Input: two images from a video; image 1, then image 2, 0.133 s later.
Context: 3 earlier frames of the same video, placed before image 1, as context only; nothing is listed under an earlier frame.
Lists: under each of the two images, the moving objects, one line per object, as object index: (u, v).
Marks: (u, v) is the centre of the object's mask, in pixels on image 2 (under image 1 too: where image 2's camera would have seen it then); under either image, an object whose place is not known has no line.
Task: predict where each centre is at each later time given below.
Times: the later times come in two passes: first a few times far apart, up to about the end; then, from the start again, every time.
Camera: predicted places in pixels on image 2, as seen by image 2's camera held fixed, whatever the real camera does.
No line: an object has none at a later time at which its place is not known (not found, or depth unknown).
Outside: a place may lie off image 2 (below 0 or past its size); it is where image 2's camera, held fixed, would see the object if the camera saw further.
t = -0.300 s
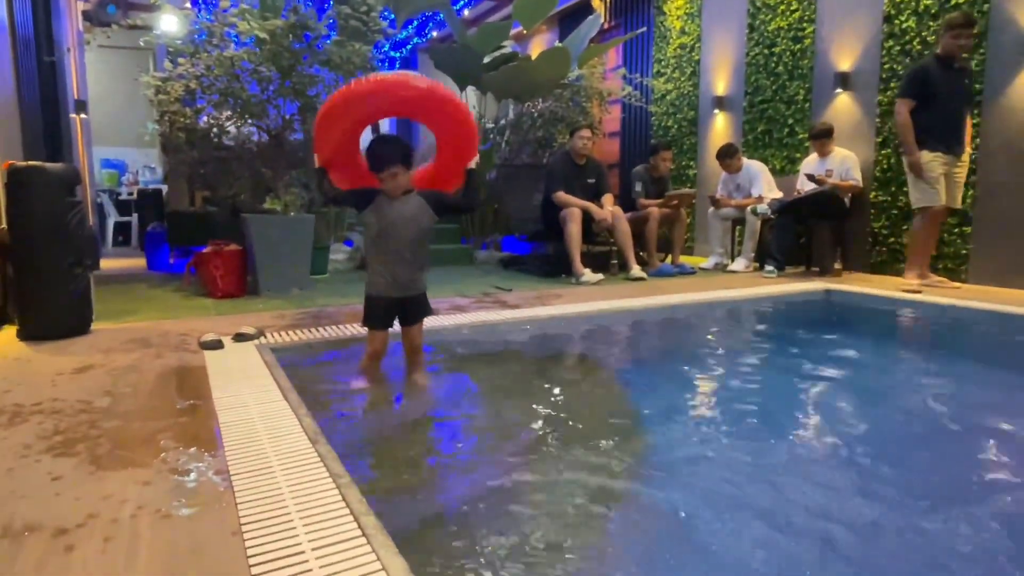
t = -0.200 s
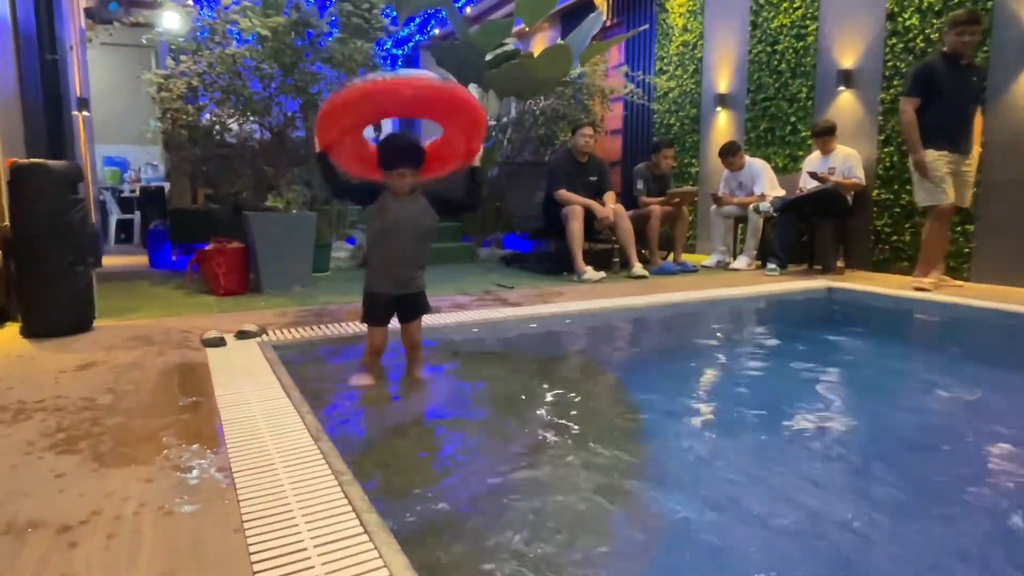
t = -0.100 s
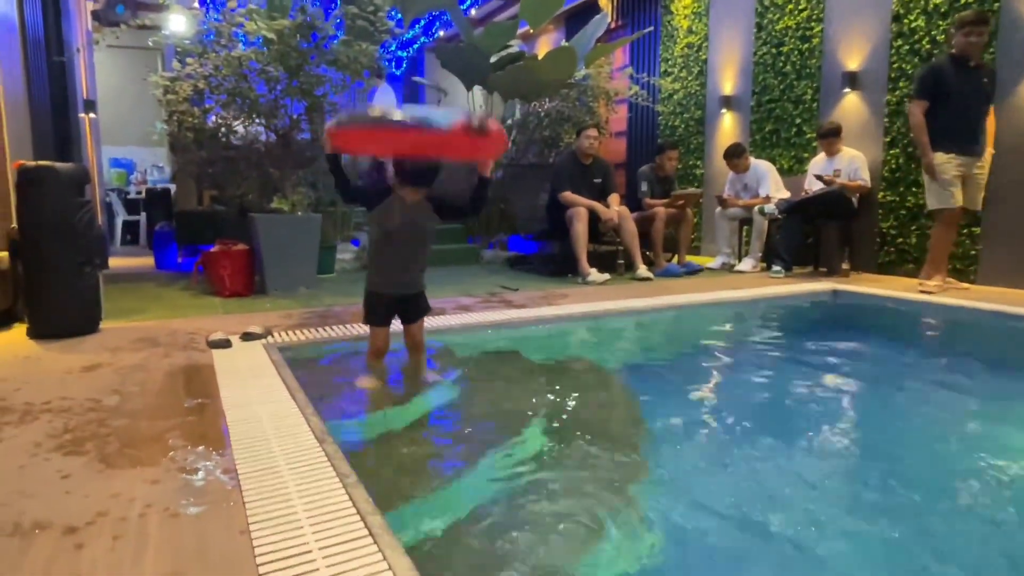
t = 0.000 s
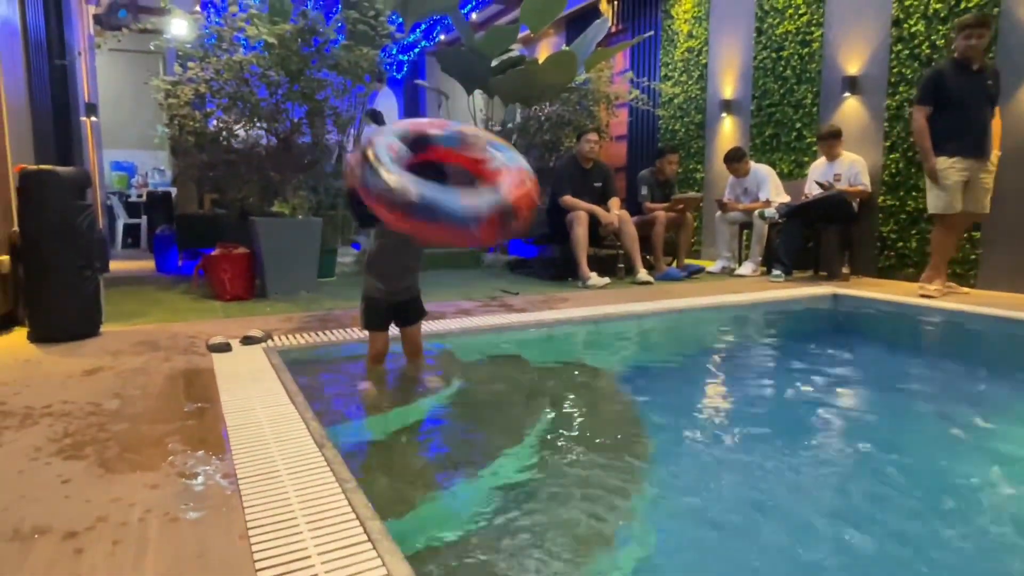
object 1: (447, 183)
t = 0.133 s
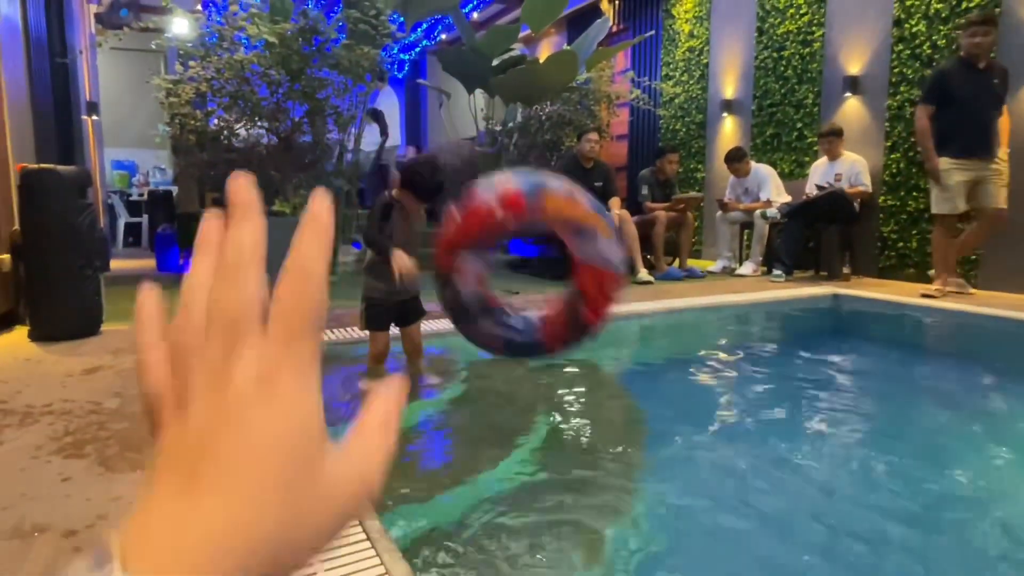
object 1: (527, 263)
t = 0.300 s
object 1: (629, 381)
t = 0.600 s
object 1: (675, 379)
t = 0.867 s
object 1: (714, 380)
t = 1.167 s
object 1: (744, 381)
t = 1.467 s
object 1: (764, 384)
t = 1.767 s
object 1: (775, 383)
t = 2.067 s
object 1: (782, 382)
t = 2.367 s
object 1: (790, 383)
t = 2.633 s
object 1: (795, 381)
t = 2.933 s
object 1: (800, 379)
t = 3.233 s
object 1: (806, 381)
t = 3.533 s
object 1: (810, 381)
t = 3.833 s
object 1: (814, 380)
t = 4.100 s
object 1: (817, 377)
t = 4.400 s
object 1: (821, 378)
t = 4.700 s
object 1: (822, 380)
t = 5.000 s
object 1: (828, 378)
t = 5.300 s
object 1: (831, 377)
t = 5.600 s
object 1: (835, 378)
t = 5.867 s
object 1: (840, 377)
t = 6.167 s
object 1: (845, 379)
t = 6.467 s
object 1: (850, 381)
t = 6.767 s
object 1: (857, 381)
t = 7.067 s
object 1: (833, 378)
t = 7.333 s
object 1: (798, 373)
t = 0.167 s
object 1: (551, 290)
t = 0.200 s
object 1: (575, 318)
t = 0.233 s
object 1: (596, 339)
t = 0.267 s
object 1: (614, 365)
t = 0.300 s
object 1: (629, 381)
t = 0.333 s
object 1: (633, 382)
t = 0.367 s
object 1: (639, 382)
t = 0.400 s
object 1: (644, 382)
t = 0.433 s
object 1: (648, 382)
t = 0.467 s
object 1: (654, 382)
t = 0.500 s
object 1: (659, 381)
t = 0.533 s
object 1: (664, 380)
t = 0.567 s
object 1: (670, 379)
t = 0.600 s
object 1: (675, 379)
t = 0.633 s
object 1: (681, 380)
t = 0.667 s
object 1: (685, 380)
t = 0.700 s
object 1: (691, 380)
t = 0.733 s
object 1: (695, 379)
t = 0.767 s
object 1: (700, 380)
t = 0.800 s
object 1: (705, 379)
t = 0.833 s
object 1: (709, 380)
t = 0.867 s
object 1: (714, 380)
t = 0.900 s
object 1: (718, 380)
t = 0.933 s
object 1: (721, 380)
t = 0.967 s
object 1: (725, 380)
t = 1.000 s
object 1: (729, 380)
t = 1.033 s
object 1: (732, 380)
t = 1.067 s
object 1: (735, 380)
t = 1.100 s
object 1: (738, 381)
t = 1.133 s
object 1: (741, 381)
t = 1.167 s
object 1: (744, 381)
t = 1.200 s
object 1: (746, 381)
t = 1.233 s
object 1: (749, 382)
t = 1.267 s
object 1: (751, 382)
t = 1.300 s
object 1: (754, 382)
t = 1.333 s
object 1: (756, 383)
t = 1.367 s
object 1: (758, 383)
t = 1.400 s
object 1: (760, 383)
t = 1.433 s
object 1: (762, 383)
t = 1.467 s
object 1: (764, 384)
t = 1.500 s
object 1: (765, 384)
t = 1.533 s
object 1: (767, 384)
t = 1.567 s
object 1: (768, 384)
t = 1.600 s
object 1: (769, 383)
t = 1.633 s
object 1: (770, 383)
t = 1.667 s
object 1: (772, 384)
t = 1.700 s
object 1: (773, 384)
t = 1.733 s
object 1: (774, 383)
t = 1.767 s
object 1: (775, 383)
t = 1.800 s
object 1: (776, 383)
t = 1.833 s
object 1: (776, 383)
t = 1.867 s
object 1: (777, 382)
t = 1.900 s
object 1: (778, 382)
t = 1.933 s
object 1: (779, 381)
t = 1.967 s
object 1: (780, 381)
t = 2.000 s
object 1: (780, 381)
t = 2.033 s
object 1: (781, 381)
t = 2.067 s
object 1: (782, 382)
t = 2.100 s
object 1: (783, 382)
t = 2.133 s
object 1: (784, 382)
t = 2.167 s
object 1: (785, 382)
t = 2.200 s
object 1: (786, 382)
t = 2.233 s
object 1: (786, 383)
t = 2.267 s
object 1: (787, 383)
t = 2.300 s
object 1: (788, 383)
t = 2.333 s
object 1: (789, 383)
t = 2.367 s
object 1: (790, 383)
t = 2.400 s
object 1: (791, 383)
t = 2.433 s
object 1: (791, 383)
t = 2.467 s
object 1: (792, 382)
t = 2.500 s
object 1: (793, 382)
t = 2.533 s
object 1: (793, 382)
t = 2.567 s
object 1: (794, 381)
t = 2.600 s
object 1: (794, 381)
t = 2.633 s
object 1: (795, 381)
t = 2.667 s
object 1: (796, 380)
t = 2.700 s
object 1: (796, 380)
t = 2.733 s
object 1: (796, 380)
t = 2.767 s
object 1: (797, 380)
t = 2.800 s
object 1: (798, 380)
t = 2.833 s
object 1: (798, 380)
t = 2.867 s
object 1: (798, 380)
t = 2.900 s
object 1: (799, 380)
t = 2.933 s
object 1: (800, 379)
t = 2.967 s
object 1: (801, 380)
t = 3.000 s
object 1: (801, 380)
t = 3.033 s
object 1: (802, 380)
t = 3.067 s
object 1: (803, 380)
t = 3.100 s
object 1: (803, 379)
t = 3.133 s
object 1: (804, 380)
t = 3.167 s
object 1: (805, 380)
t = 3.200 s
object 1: (805, 380)
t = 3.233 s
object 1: (806, 381)
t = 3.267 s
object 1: (806, 381)
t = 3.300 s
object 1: (807, 381)
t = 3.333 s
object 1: (808, 381)
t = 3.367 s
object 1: (809, 382)
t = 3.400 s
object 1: (809, 382)
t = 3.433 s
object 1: (810, 382)
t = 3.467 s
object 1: (810, 381)
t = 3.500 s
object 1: (810, 381)
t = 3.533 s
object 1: (810, 381)
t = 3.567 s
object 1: (811, 381)
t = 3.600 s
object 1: (812, 381)
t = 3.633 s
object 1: (812, 381)
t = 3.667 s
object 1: (813, 381)
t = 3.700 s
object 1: (813, 381)
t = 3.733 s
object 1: (813, 381)
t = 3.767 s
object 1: (814, 380)
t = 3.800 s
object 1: (814, 380)
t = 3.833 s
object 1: (814, 380)
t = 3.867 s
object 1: (815, 379)
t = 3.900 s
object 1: (815, 379)
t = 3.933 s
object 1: (815, 378)
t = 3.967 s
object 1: (816, 378)
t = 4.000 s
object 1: (816, 378)
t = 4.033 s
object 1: (816, 378)
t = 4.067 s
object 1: (816, 377)
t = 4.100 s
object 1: (817, 377)
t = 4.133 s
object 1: (817, 377)
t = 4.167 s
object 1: (818, 377)
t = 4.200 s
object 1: (819, 377)
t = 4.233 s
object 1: (819, 377)
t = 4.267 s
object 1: (819, 377)
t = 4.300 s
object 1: (819, 377)
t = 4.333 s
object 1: (820, 378)
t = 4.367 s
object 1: (820, 378)
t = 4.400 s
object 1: (821, 378)
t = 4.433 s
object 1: (821, 378)
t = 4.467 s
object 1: (821, 379)
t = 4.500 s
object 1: (821, 379)
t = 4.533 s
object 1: (821, 379)
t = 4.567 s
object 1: (822, 379)
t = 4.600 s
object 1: (822, 380)
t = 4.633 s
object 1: (822, 379)
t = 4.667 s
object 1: (822, 380)
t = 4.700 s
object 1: (822, 380)
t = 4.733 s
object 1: (823, 380)
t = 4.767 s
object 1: (824, 379)
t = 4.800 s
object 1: (825, 379)
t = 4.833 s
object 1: (825, 379)
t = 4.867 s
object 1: (826, 379)
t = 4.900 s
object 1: (826, 379)
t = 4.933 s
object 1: (828, 378)
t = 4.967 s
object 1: (827, 378)
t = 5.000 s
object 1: (828, 378)
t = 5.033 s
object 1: (828, 378)
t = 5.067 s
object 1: (829, 377)
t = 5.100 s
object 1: (829, 377)
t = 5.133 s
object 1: (830, 377)
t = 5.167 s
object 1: (830, 377)
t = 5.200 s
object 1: (830, 377)
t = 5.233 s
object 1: (830, 377)
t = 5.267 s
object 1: (831, 377)
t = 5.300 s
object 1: (831, 377)
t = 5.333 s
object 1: (831, 377)
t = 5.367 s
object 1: (831, 377)
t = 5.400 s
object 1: (831, 377)
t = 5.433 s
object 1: (832, 377)
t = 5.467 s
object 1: (833, 377)
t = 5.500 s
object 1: (834, 377)
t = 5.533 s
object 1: (834, 377)
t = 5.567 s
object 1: (835, 377)
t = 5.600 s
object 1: (835, 378)
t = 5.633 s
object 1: (836, 378)
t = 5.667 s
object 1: (836, 378)
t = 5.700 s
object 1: (837, 377)
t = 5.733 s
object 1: (838, 378)
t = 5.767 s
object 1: (838, 377)
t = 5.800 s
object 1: (839, 377)
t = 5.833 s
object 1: (840, 377)
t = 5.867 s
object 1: (840, 377)
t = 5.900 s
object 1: (841, 377)
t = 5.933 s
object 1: (841, 377)
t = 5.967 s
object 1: (842, 377)
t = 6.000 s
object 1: (843, 377)
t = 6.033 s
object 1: (843, 378)
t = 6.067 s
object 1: (844, 378)
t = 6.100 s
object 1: (845, 378)
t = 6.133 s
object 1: (845, 379)
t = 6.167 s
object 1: (845, 379)
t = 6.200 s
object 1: (846, 379)
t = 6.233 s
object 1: (846, 380)
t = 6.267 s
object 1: (847, 380)
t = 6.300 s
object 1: (847, 381)
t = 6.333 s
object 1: (848, 381)
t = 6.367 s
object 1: (848, 381)
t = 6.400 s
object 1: (849, 381)
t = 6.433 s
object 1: (849, 381)
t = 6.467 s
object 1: (850, 381)
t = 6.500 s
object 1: (851, 382)
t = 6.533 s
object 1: (851, 381)
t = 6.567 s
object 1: (852, 381)
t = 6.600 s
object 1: (853, 381)
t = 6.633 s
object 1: (854, 381)
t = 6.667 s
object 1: (855, 381)
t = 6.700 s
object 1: (855, 381)
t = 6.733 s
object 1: (856, 381)
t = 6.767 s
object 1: (857, 381)
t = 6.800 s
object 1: (858, 381)
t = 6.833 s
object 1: (859, 381)
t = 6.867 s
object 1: (859, 381)
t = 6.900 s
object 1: (858, 380)
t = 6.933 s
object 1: (855, 381)
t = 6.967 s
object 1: (852, 380)
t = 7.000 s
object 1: (846, 380)
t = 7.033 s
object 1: (840, 379)
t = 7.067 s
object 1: (833, 378)
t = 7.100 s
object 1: (827, 377)
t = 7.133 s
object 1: (822, 377)
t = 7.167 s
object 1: (818, 377)
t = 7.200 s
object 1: (814, 376)
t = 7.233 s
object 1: (810, 376)
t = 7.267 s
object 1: (807, 375)
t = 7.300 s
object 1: (802, 373)
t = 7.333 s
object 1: (798, 373)
